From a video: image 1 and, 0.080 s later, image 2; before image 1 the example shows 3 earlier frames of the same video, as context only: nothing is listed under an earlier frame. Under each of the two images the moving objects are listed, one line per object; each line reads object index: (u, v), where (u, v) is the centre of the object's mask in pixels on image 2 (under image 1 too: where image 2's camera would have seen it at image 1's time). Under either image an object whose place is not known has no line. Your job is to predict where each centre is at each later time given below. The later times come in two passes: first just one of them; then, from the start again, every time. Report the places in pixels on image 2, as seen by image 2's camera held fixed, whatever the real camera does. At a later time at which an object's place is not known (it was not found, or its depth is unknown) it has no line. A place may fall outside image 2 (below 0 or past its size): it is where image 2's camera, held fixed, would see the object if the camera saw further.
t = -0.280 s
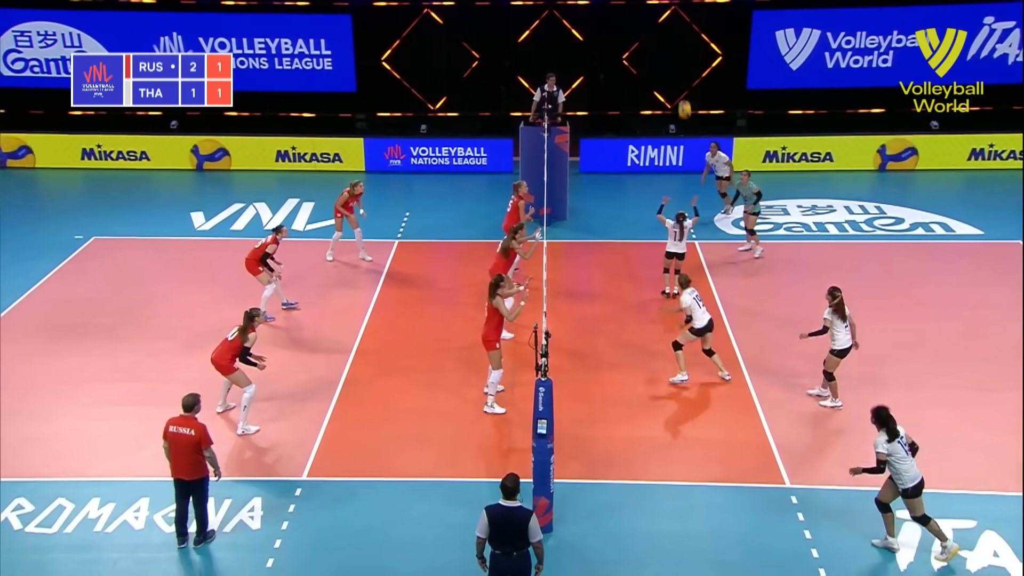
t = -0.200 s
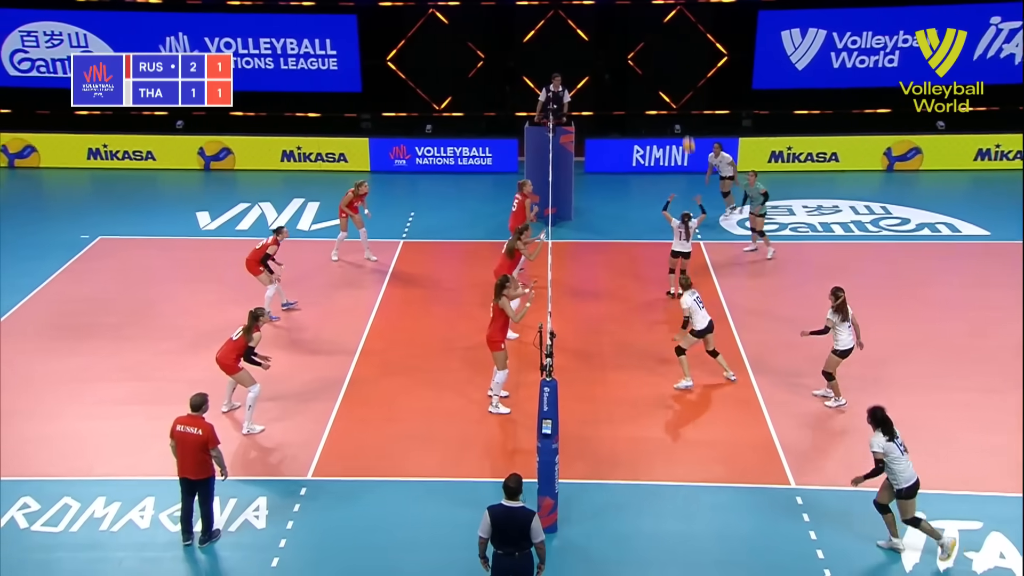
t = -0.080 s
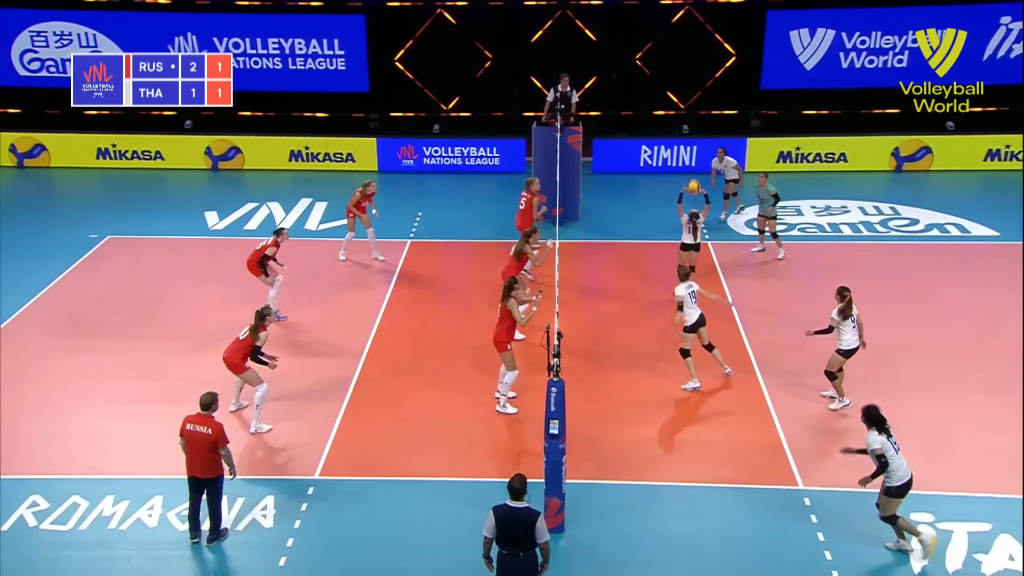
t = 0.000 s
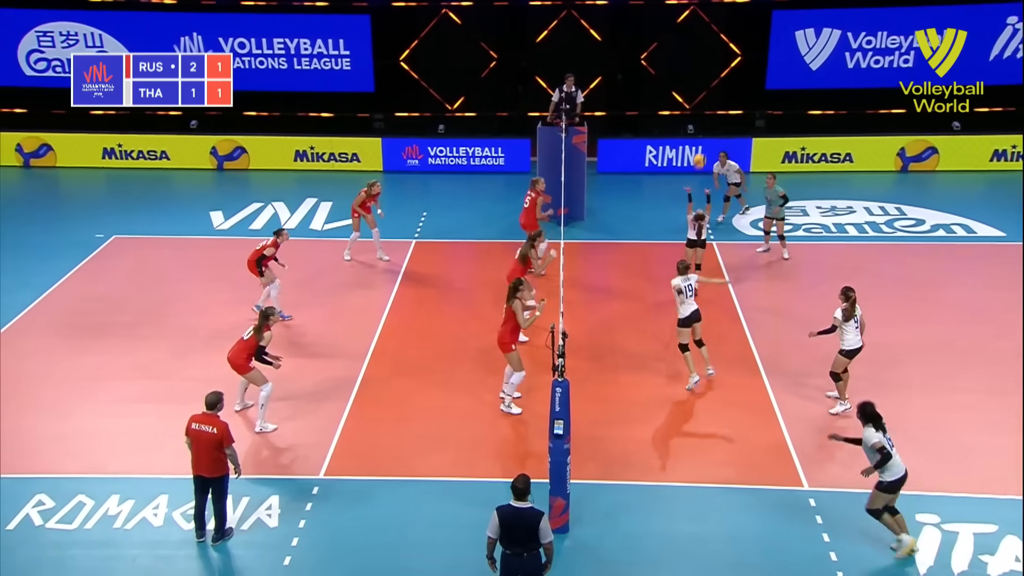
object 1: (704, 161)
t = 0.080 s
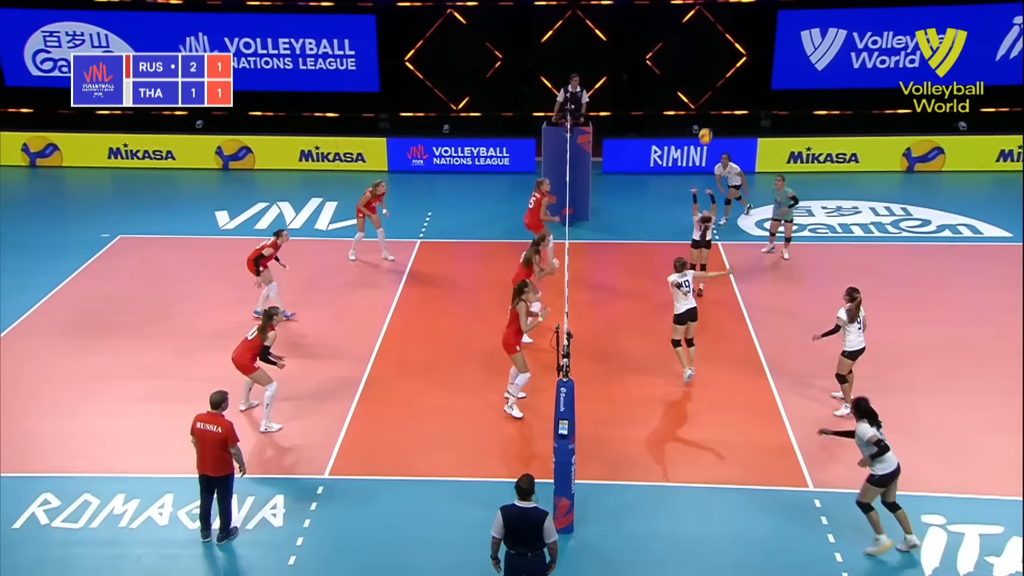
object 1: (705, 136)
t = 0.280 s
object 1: (705, 91)
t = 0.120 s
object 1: (705, 125)
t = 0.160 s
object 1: (705, 115)
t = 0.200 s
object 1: (705, 106)
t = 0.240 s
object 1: (705, 98)
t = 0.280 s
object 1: (705, 91)
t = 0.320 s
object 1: (705, 84)
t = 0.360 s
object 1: (704, 79)
